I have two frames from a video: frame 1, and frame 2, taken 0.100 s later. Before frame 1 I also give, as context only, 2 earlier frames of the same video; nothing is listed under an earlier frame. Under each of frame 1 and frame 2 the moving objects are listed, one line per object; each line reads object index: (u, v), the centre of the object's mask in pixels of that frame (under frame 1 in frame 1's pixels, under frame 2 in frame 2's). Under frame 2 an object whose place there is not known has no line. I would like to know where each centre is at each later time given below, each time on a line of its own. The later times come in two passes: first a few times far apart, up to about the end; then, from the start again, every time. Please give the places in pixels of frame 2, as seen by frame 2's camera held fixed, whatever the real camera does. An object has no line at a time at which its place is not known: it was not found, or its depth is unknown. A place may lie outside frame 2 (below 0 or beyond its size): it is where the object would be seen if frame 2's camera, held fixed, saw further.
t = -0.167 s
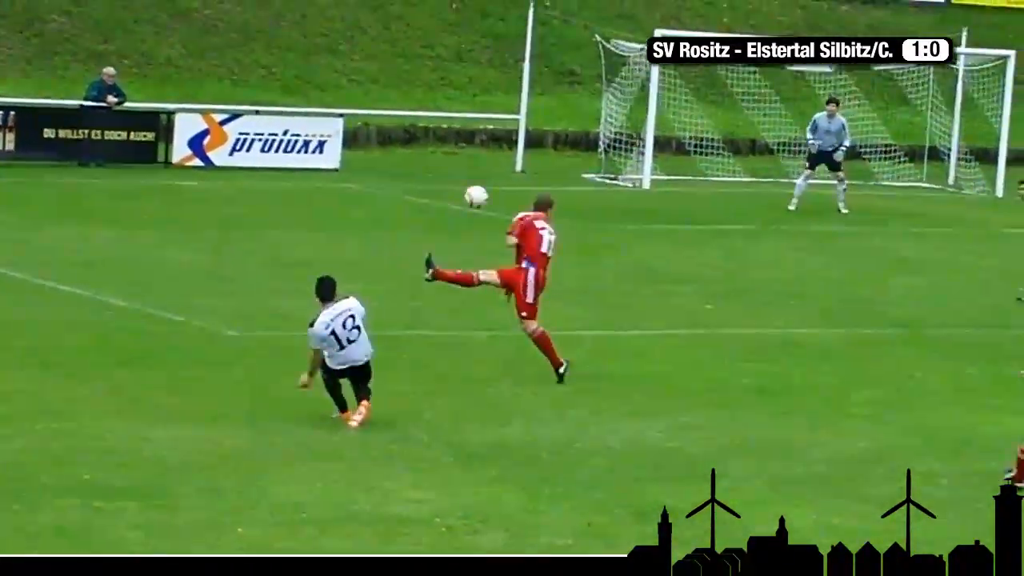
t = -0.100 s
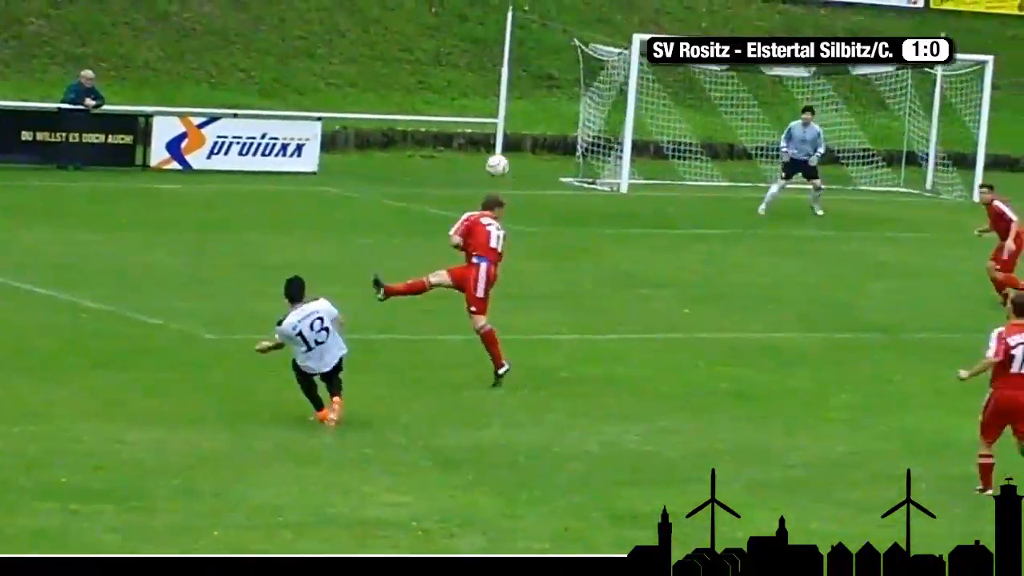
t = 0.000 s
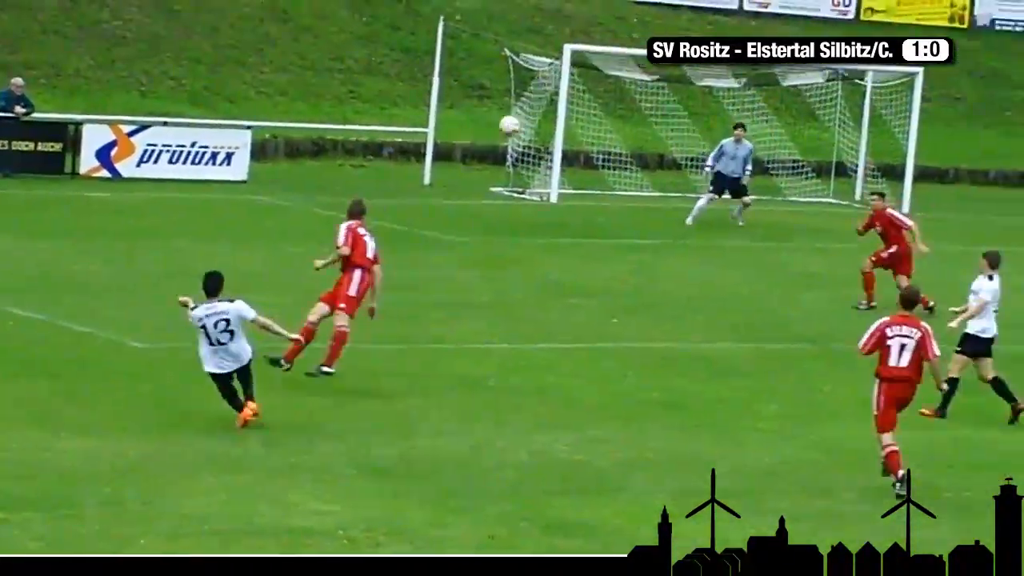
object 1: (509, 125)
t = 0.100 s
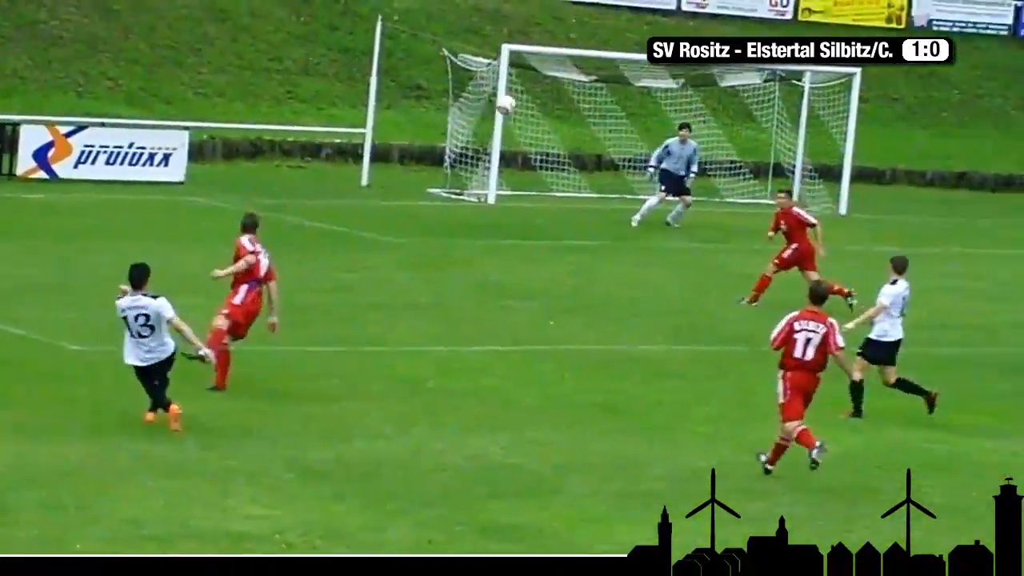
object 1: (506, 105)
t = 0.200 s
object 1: (561, 93)
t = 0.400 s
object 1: (664, 100)
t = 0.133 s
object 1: (525, 99)
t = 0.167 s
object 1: (542, 95)
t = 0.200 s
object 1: (561, 93)
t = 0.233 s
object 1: (578, 92)
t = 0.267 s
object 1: (596, 92)
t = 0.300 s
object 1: (614, 92)
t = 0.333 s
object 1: (631, 93)
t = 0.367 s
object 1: (648, 96)
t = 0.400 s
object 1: (664, 100)
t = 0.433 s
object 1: (681, 104)
